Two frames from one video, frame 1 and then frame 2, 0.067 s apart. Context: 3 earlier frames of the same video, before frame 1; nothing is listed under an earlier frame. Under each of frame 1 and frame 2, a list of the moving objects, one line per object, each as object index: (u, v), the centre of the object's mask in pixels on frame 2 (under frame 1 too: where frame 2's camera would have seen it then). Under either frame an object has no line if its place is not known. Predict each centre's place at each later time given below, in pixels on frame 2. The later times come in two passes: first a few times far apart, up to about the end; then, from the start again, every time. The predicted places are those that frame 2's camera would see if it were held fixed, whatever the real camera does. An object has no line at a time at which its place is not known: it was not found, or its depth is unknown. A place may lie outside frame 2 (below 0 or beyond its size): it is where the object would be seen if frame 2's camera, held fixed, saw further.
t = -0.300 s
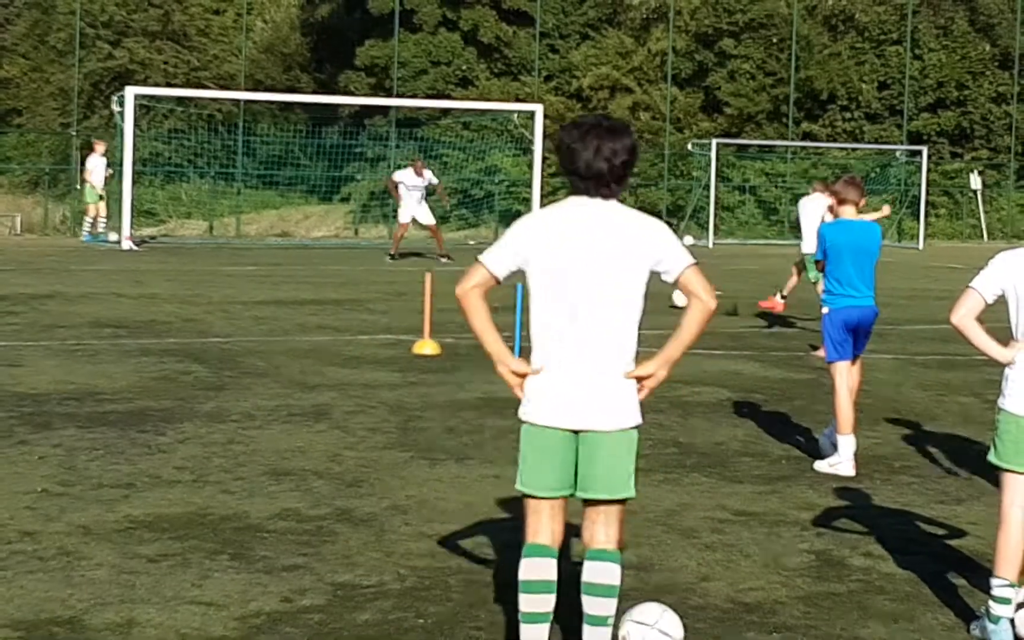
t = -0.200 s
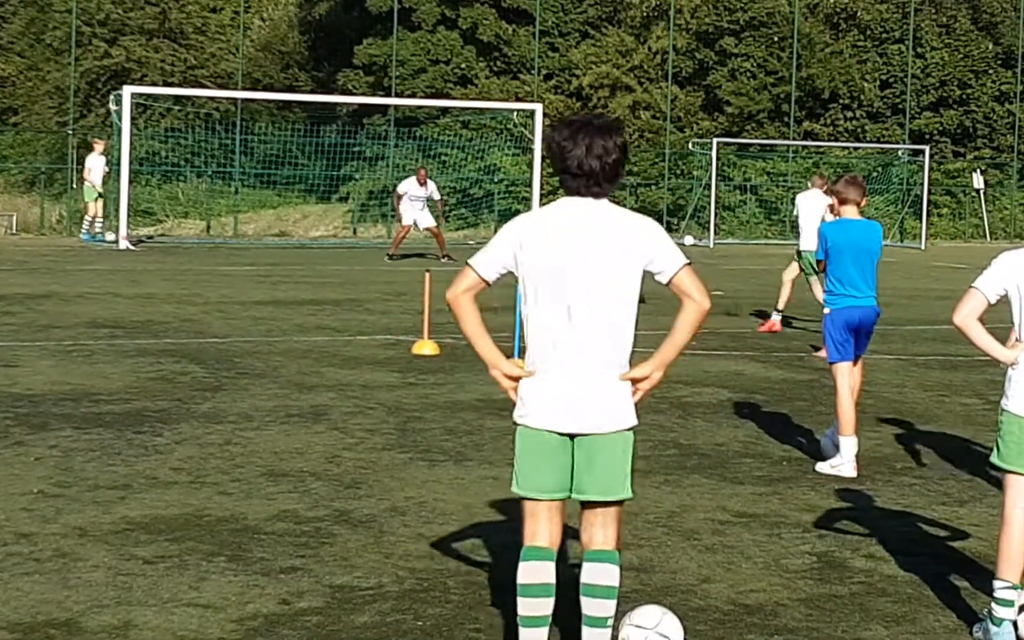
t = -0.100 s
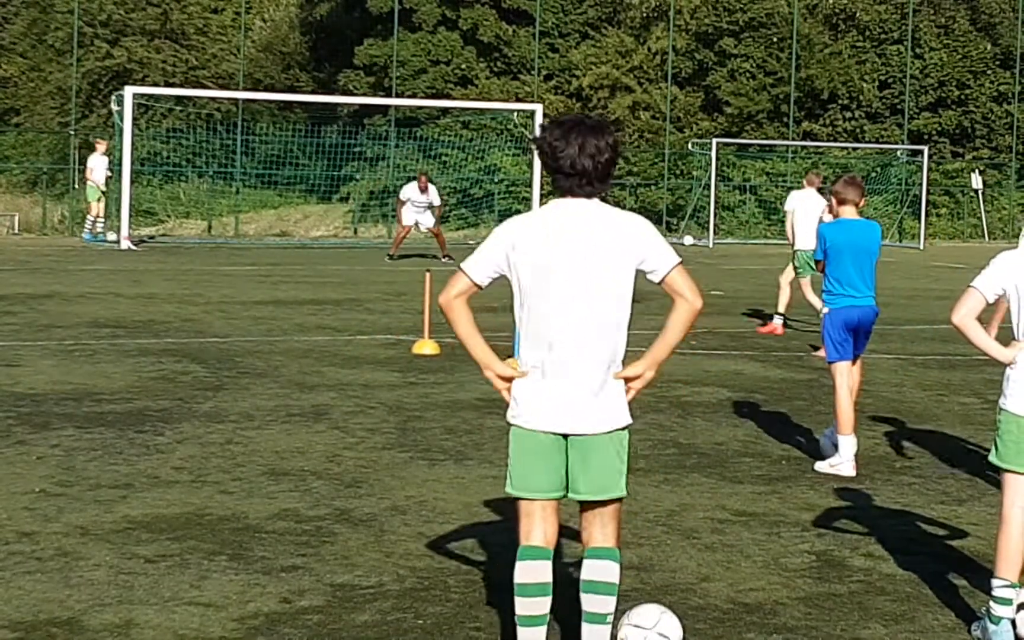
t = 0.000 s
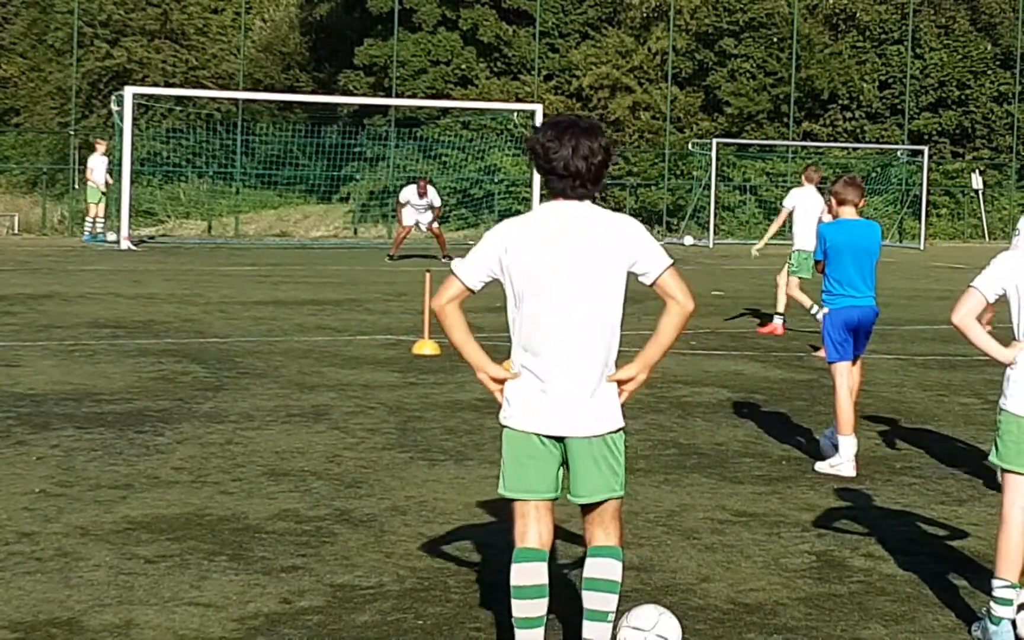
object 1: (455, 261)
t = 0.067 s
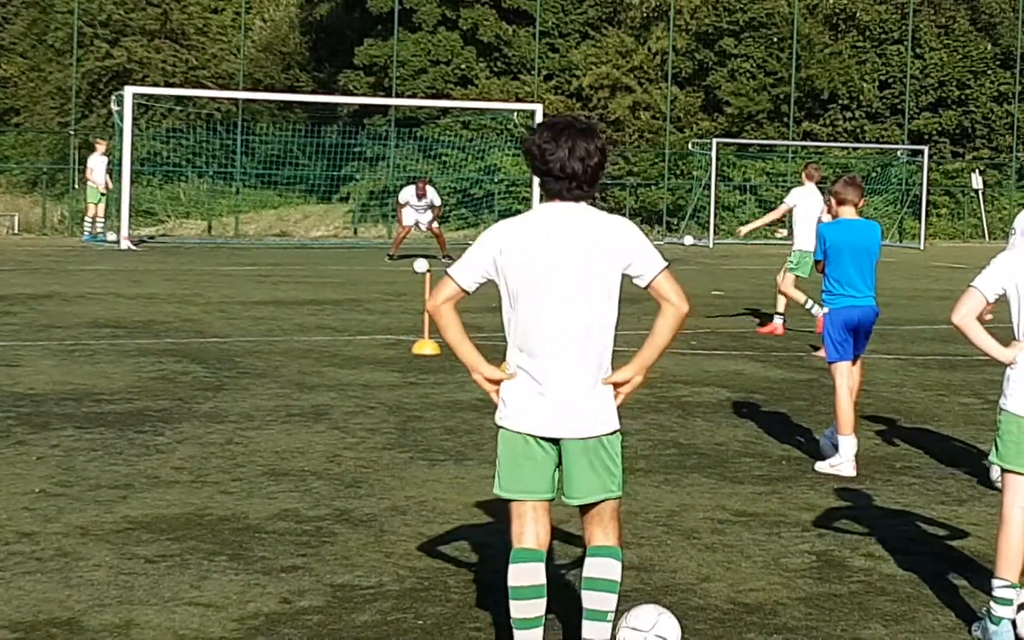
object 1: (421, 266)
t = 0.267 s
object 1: (338, 248)
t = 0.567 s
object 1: (248, 243)
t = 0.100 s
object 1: (406, 260)
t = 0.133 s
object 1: (391, 255)
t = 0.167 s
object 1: (378, 252)
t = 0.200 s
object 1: (363, 250)
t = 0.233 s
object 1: (350, 249)
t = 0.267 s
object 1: (338, 248)
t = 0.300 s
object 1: (325, 249)
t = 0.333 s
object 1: (313, 252)
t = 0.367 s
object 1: (302, 250)
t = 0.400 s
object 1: (293, 247)
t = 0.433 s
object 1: (283, 243)
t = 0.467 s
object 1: (274, 243)
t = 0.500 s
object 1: (265, 242)
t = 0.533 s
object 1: (256, 243)
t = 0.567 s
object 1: (248, 243)
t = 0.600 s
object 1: (240, 241)
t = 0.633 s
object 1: (232, 238)
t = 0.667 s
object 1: (224, 235)
